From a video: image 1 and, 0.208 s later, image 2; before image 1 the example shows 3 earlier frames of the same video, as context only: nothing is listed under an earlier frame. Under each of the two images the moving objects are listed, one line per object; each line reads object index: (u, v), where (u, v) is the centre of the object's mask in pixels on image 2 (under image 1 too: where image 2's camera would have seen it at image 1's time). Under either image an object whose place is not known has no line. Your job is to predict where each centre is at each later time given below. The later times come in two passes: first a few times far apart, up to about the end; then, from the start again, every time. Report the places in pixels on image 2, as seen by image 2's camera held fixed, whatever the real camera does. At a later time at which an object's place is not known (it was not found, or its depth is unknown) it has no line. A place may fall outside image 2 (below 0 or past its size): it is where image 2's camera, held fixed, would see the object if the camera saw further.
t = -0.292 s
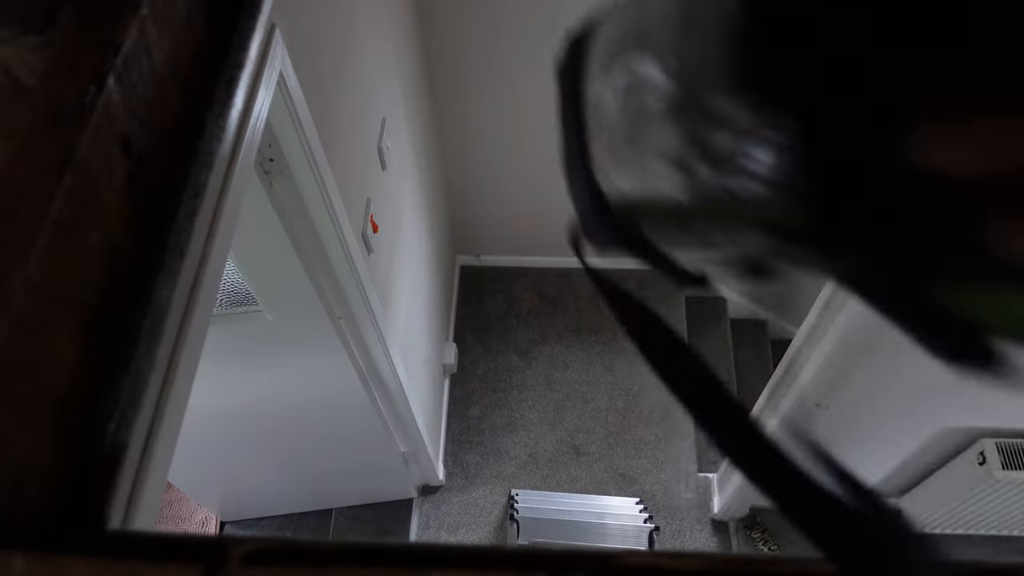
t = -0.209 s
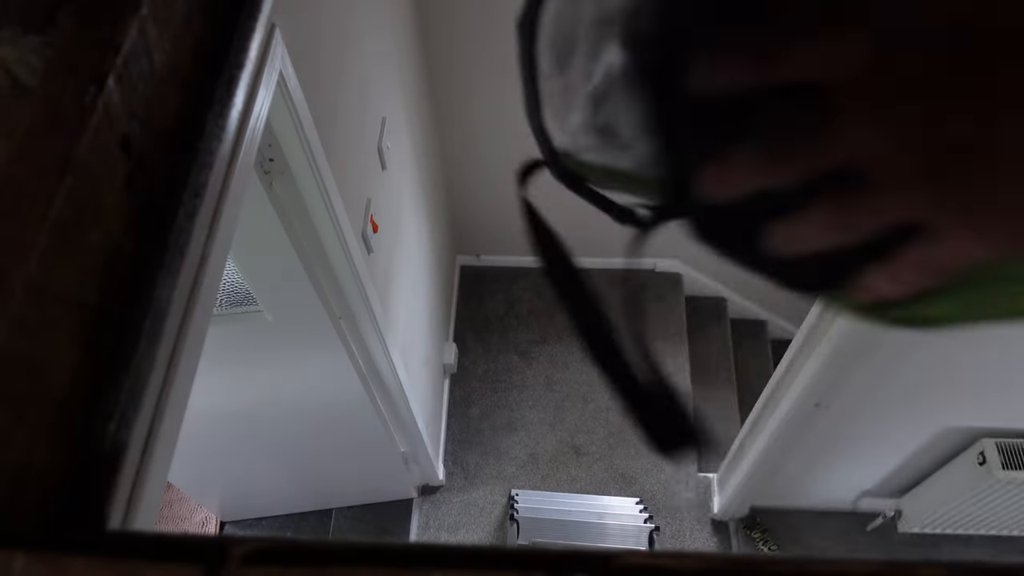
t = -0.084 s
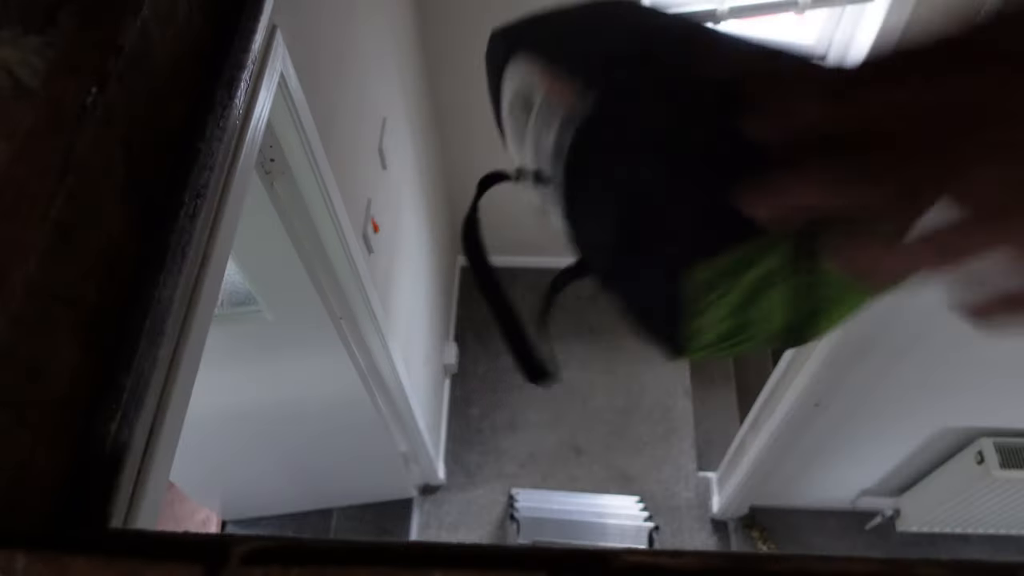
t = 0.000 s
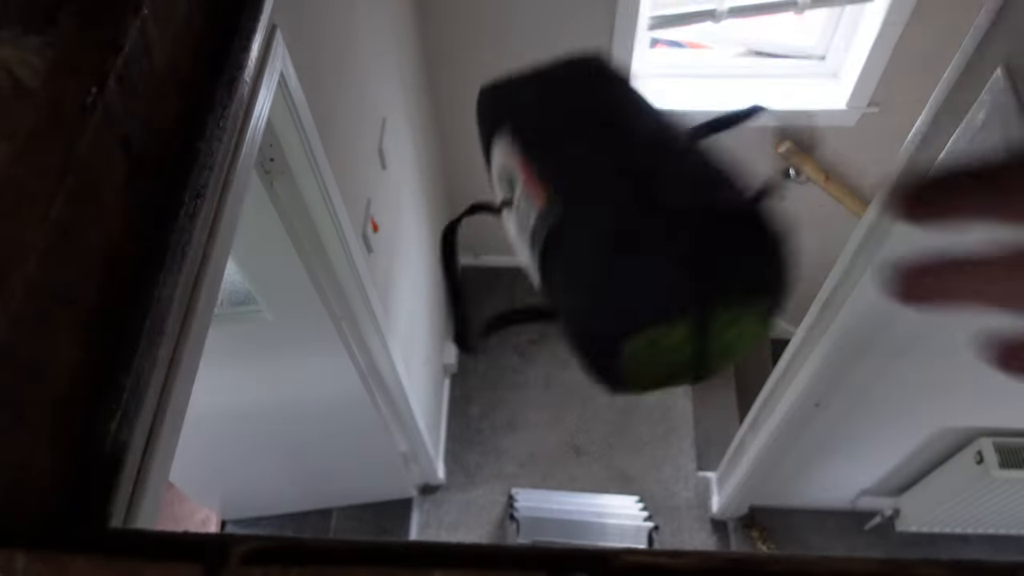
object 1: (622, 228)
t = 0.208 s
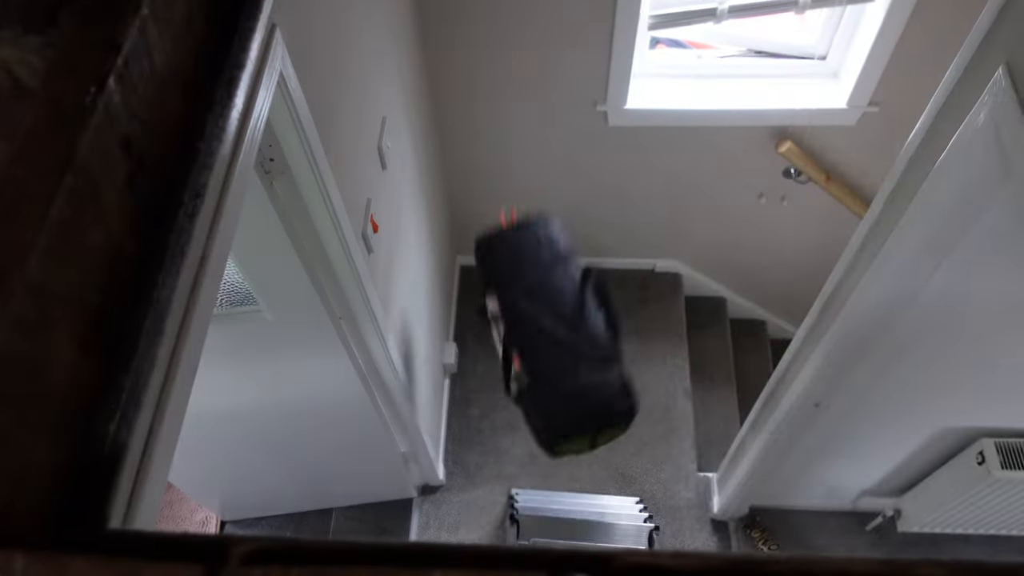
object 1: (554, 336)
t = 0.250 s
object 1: (547, 357)
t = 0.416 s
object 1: (533, 383)
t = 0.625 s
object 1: (561, 327)
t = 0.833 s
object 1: (592, 327)
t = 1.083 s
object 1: (604, 310)
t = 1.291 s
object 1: (602, 312)
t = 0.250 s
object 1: (547, 357)
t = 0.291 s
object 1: (539, 373)
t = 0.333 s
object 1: (536, 392)
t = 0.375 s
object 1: (533, 396)
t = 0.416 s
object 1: (533, 383)
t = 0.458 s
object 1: (537, 369)
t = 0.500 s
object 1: (543, 356)
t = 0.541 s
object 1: (548, 346)
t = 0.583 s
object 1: (554, 336)
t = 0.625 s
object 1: (561, 327)
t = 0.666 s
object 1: (568, 324)
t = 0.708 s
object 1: (576, 323)
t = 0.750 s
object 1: (582, 322)
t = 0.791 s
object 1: (587, 324)
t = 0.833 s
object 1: (592, 327)
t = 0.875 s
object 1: (596, 326)
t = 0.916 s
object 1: (599, 319)
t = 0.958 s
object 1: (600, 316)
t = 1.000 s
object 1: (601, 313)
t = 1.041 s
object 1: (603, 312)
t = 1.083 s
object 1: (604, 310)
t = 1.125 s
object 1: (604, 311)
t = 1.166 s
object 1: (603, 312)
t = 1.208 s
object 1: (603, 312)
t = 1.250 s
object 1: (602, 312)
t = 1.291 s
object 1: (602, 312)
